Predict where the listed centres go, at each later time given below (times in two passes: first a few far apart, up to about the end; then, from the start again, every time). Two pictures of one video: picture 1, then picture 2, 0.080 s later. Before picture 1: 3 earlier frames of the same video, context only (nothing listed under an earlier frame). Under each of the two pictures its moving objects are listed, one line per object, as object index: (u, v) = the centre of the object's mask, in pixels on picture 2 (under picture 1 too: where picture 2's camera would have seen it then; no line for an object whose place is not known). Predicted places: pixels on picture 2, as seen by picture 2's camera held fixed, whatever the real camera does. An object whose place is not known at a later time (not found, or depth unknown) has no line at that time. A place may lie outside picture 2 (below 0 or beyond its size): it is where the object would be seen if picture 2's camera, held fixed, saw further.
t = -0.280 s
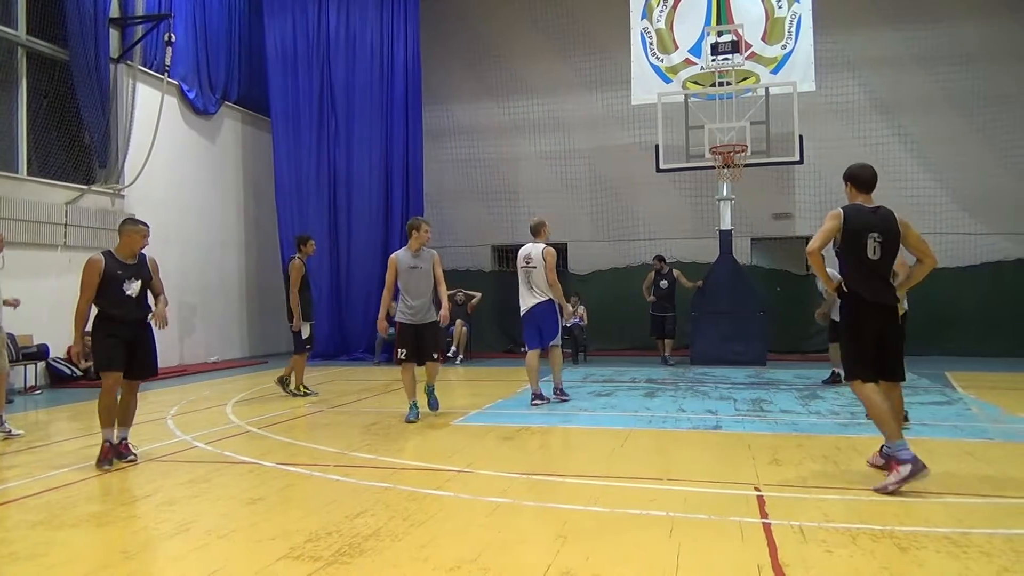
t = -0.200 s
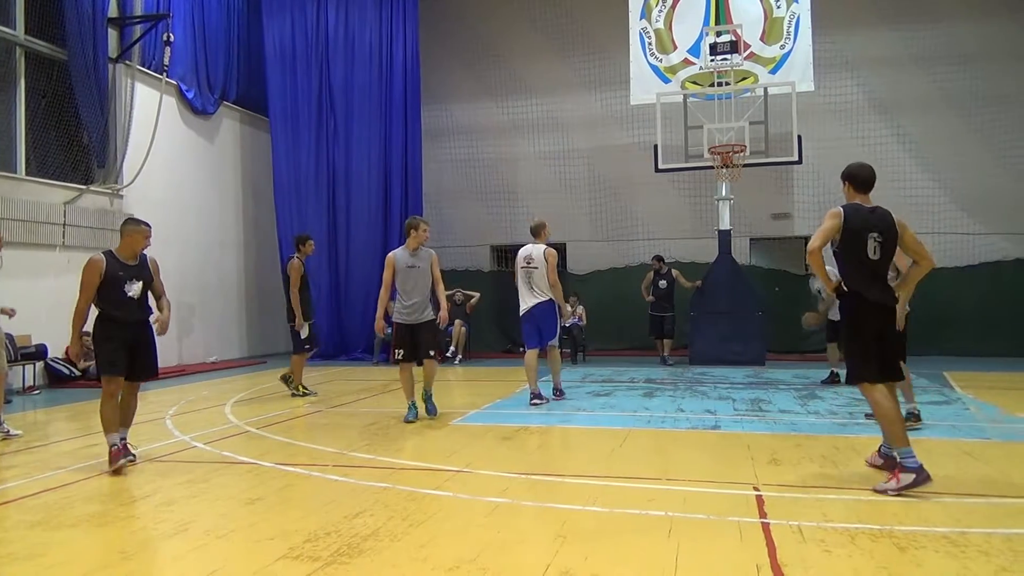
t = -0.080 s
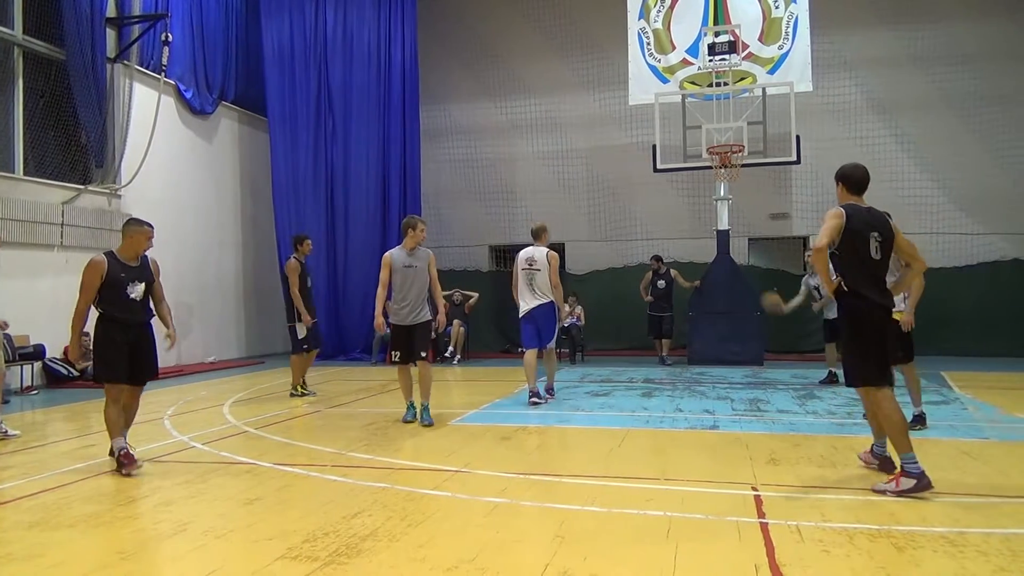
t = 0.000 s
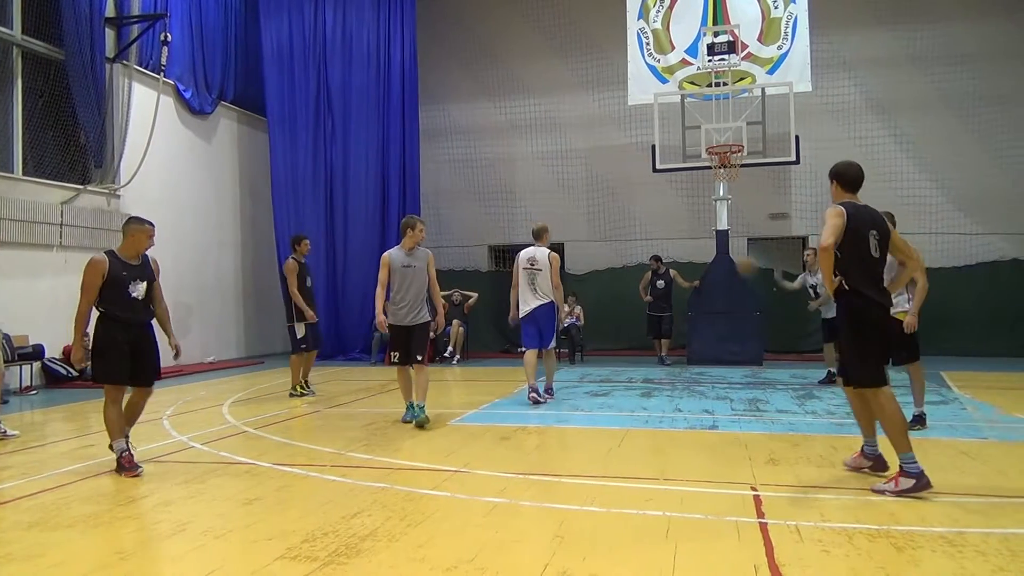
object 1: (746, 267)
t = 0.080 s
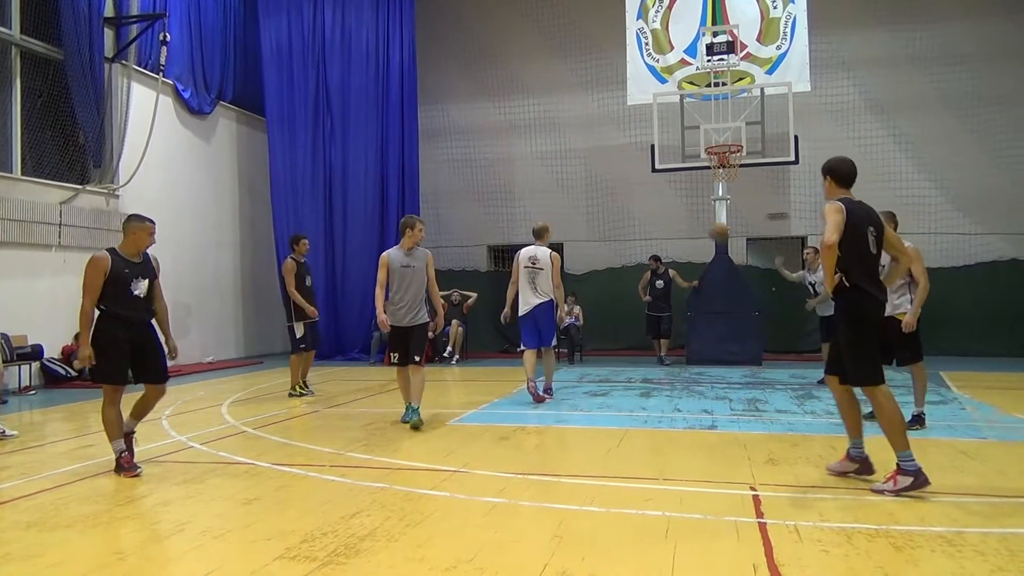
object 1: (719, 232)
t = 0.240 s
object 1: (660, 176)
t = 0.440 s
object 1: (569, 128)
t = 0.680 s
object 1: (433, 119)
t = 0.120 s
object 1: (704, 217)
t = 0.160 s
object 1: (690, 203)
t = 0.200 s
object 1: (675, 189)
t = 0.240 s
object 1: (660, 176)
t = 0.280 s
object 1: (642, 163)
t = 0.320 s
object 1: (625, 153)
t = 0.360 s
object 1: (607, 143)
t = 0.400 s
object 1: (589, 134)
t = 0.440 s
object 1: (569, 128)
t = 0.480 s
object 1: (550, 122)
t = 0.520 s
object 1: (529, 118)
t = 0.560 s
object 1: (507, 115)
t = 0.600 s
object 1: (483, 114)
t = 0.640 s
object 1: (459, 115)
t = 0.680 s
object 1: (433, 119)
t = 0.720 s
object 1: (405, 124)
